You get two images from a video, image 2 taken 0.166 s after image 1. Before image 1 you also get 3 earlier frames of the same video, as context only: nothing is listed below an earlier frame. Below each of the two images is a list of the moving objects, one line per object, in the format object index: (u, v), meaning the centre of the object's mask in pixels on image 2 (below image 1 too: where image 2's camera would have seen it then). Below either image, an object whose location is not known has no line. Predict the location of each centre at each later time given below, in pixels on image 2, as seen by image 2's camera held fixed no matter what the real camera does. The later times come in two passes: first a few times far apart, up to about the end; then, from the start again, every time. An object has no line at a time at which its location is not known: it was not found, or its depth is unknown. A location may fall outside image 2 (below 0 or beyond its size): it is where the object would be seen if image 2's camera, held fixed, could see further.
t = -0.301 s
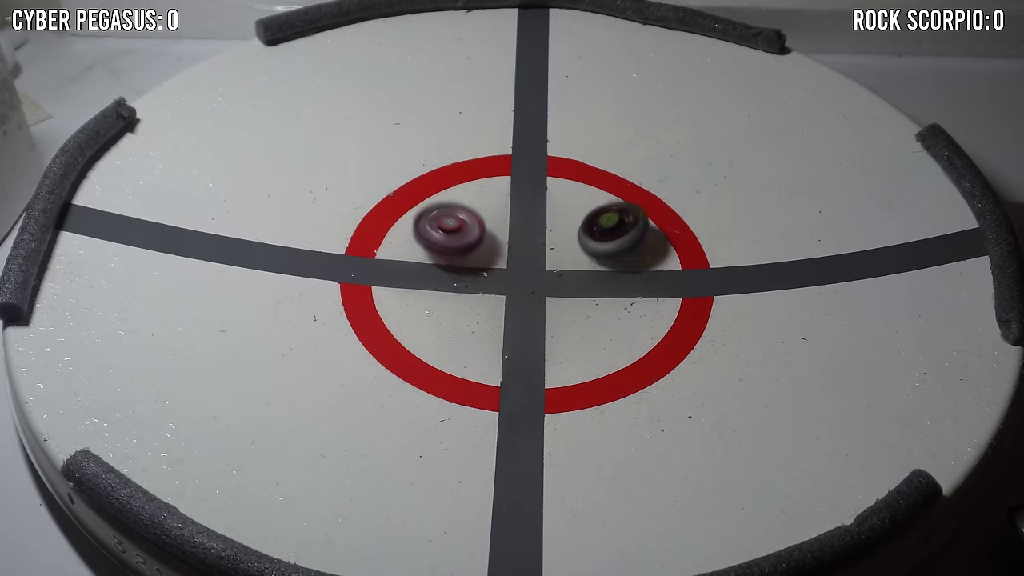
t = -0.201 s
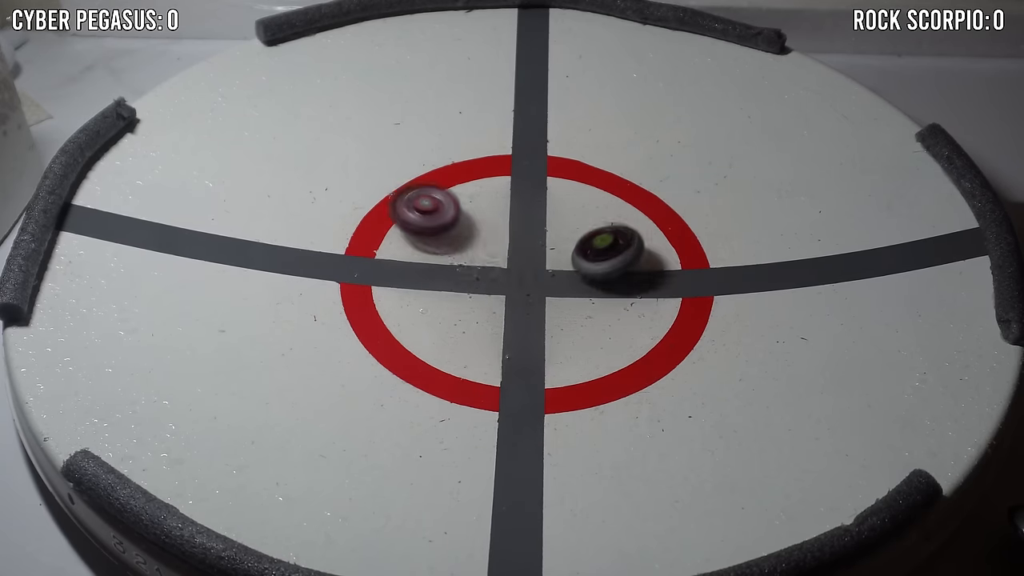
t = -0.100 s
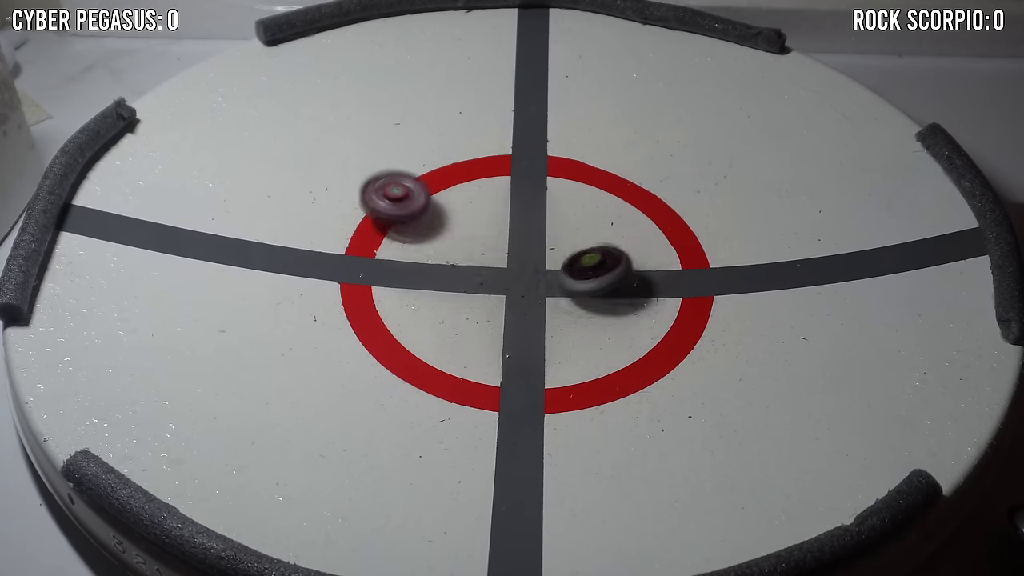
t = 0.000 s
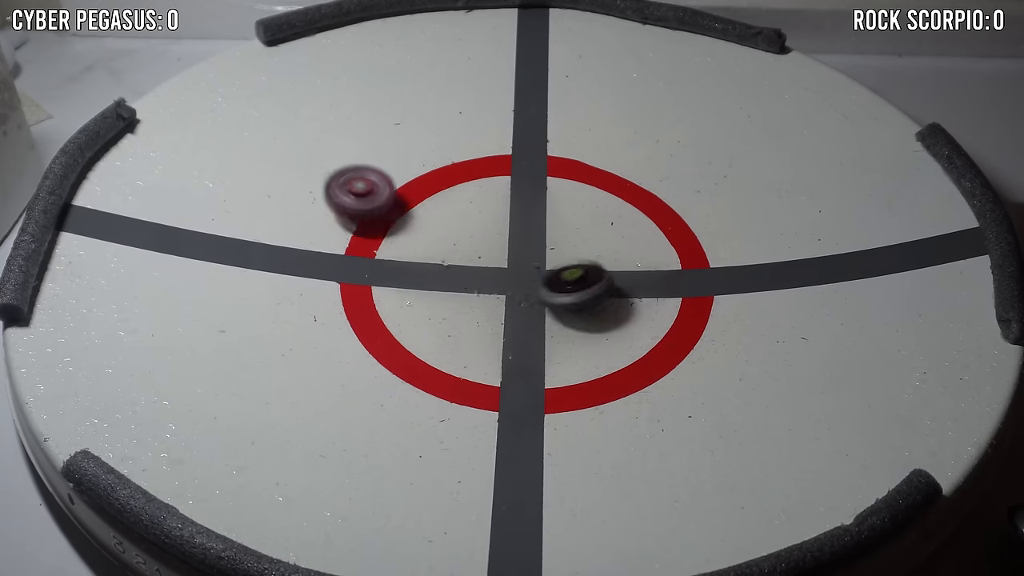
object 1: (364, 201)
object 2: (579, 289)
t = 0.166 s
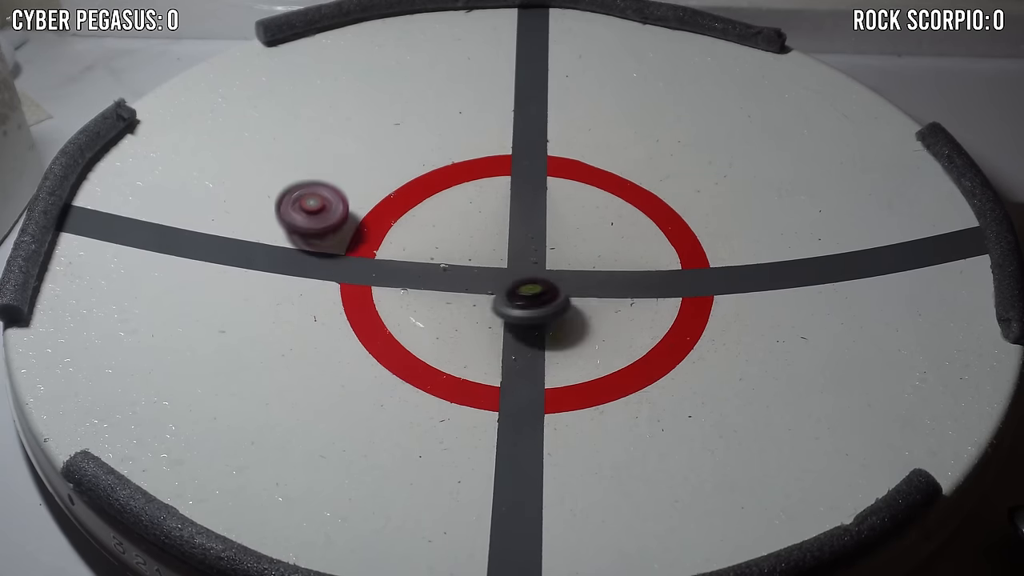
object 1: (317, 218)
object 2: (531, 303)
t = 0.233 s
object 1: (308, 221)
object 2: (512, 304)
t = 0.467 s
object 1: (381, 259)
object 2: (450, 292)
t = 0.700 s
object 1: (387, 212)
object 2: (516, 311)
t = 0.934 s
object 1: (403, 196)
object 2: (544, 279)
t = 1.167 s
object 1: (435, 175)
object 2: (584, 263)
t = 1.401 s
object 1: (485, 184)
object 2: (619, 256)
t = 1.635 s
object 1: (545, 206)
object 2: (637, 263)
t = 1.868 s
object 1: (603, 223)
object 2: (637, 276)
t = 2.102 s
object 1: (645, 228)
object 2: (615, 279)
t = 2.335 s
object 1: (650, 222)
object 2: (582, 269)
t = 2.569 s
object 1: (698, 211)
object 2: (480, 261)
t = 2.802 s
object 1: (735, 171)
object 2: (336, 246)
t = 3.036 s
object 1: (651, 170)
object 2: (345, 242)
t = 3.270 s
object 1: (575, 228)
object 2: (379, 247)
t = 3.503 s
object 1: (539, 293)
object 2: (411, 272)
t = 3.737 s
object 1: (543, 342)
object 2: (422, 303)
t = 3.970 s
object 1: (538, 351)
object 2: (407, 324)
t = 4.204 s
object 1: (534, 342)
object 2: (393, 326)
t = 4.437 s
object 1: (521, 312)
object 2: (408, 314)
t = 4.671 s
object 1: (519, 264)
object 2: (426, 311)
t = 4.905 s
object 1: (527, 205)
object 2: (447, 321)
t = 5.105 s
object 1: (501, 183)
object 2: (464, 329)
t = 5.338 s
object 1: (470, 180)
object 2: (485, 334)
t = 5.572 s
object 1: (451, 207)
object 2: (510, 335)
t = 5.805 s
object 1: (468, 248)
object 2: (535, 333)
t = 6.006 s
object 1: (507, 282)
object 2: (556, 329)
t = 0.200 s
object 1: (312, 220)
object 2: (522, 304)
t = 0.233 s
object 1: (308, 221)
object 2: (512, 304)
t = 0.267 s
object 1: (309, 227)
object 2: (501, 304)
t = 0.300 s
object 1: (312, 234)
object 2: (495, 305)
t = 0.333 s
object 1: (321, 244)
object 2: (483, 303)
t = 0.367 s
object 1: (333, 248)
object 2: (475, 301)
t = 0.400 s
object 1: (347, 253)
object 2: (465, 299)
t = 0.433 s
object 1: (363, 257)
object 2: (457, 295)
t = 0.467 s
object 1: (381, 259)
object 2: (450, 292)
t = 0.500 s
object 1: (381, 252)
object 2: (462, 300)
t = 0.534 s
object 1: (378, 241)
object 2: (479, 306)
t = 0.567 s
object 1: (378, 233)
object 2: (490, 311)
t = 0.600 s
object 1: (379, 225)
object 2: (501, 315)
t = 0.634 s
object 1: (381, 221)
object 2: (509, 316)
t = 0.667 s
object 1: (384, 215)
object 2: (513, 316)
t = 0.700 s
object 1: (387, 212)
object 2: (516, 311)
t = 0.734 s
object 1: (389, 210)
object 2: (519, 305)
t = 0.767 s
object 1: (391, 206)
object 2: (522, 302)
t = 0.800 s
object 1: (390, 205)
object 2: (526, 296)
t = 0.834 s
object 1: (392, 204)
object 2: (531, 293)
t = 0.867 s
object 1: (395, 201)
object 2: (535, 289)
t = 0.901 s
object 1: (398, 199)
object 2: (541, 285)
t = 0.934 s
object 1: (403, 196)
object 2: (544, 279)
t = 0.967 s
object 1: (406, 192)
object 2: (552, 278)
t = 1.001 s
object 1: (411, 190)
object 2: (555, 273)
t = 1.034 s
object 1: (416, 187)
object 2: (560, 270)
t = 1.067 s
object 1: (421, 182)
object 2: (566, 267)
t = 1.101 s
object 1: (425, 181)
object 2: (572, 265)
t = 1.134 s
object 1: (430, 178)
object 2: (578, 264)
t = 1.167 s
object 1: (435, 175)
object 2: (584, 263)
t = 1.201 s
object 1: (443, 174)
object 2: (588, 260)
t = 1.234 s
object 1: (451, 173)
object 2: (595, 260)
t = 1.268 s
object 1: (458, 174)
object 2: (601, 260)
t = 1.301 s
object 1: (466, 175)
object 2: (604, 257)
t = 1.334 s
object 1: (473, 177)
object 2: (609, 256)
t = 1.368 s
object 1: (479, 181)
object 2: (614, 255)
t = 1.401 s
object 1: (485, 184)
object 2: (619, 256)
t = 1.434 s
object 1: (492, 188)
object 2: (623, 257)
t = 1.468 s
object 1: (499, 190)
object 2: (625, 256)
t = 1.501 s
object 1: (508, 194)
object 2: (630, 257)
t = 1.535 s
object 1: (517, 197)
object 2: (631, 260)
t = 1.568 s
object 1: (527, 200)
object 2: (632, 259)
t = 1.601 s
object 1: (536, 203)
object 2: (635, 261)
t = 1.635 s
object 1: (545, 206)
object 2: (637, 263)
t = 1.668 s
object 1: (553, 209)
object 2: (639, 265)
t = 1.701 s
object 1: (561, 212)
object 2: (639, 266)
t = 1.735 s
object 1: (570, 214)
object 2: (640, 268)
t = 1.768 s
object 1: (579, 217)
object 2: (640, 270)
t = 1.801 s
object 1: (589, 222)
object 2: (641, 273)
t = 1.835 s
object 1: (597, 223)
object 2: (638, 274)
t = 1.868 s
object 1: (603, 223)
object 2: (637, 276)
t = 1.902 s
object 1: (610, 223)
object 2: (633, 276)
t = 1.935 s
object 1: (617, 224)
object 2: (630, 277)
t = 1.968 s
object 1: (623, 223)
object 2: (626, 277)
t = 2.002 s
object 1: (629, 226)
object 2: (622, 278)
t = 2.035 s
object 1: (635, 227)
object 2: (619, 279)
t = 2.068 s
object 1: (641, 228)
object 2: (616, 279)
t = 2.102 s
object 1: (645, 228)
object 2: (615, 279)
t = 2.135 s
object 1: (651, 234)
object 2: (609, 277)
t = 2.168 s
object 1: (652, 233)
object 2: (605, 275)
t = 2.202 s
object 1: (653, 231)
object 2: (600, 275)
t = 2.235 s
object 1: (652, 225)
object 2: (595, 274)
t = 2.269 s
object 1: (653, 223)
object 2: (591, 273)
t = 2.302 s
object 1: (654, 226)
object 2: (588, 272)
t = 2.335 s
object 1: (650, 222)
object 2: (582, 269)
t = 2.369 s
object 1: (646, 222)
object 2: (578, 267)
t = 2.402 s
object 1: (640, 223)
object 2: (574, 265)
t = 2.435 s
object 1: (633, 224)
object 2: (570, 262)
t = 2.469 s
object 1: (631, 233)
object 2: (566, 259)
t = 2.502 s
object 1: (637, 221)
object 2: (547, 263)
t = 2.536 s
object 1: (665, 212)
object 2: (509, 252)
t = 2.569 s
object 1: (698, 211)
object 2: (480, 261)
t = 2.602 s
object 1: (716, 204)
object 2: (449, 264)
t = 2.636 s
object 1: (729, 197)
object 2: (418, 260)
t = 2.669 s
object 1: (737, 191)
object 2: (391, 253)
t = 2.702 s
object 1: (740, 185)
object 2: (373, 253)
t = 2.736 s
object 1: (741, 180)
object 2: (357, 254)
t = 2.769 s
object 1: (739, 175)
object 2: (345, 253)
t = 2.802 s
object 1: (735, 171)
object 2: (336, 246)
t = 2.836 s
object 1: (728, 168)
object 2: (336, 250)
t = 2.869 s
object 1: (719, 166)
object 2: (337, 250)
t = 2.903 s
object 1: (708, 165)
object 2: (338, 249)
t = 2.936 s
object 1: (696, 165)
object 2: (339, 247)
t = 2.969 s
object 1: (683, 166)
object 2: (341, 244)
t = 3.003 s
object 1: (671, 170)
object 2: (343, 243)
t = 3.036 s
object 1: (651, 170)
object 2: (345, 242)
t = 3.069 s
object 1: (638, 178)
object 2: (346, 242)
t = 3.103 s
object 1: (627, 184)
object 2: (351, 241)
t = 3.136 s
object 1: (616, 193)
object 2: (358, 242)
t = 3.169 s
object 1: (606, 203)
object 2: (363, 244)
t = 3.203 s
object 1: (594, 210)
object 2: (367, 244)
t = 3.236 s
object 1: (583, 220)
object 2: (373, 245)
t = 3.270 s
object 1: (575, 228)
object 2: (379, 247)
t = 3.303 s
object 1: (567, 238)
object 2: (383, 250)
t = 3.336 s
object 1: (560, 247)
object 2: (388, 253)
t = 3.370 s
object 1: (553, 258)
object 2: (394, 256)
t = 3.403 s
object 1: (547, 268)
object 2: (399, 259)
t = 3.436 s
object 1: (542, 277)
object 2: (403, 263)
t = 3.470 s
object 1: (541, 285)
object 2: (408, 268)
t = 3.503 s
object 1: (539, 293)
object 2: (411, 272)
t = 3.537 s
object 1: (537, 302)
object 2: (415, 275)
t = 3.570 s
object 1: (537, 311)
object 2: (418, 280)
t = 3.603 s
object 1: (537, 319)
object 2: (421, 286)
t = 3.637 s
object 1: (539, 325)
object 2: (422, 290)
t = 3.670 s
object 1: (540, 332)
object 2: (423, 296)
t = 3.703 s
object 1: (542, 339)
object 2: (423, 299)
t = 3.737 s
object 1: (543, 342)
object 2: (422, 303)
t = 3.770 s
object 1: (542, 345)
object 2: (421, 307)
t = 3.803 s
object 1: (540, 345)
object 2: (420, 313)
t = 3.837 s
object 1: (540, 346)
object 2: (418, 315)
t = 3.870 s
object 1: (540, 345)
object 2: (416, 318)
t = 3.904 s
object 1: (539, 347)
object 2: (414, 322)
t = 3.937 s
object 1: (539, 348)
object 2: (411, 322)
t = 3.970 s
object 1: (538, 351)
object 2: (407, 324)
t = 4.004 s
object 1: (537, 352)
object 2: (404, 326)
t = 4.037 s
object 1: (536, 353)
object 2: (401, 327)
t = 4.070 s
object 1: (535, 352)
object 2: (397, 327)
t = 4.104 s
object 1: (535, 350)
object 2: (397, 326)
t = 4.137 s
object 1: (534, 347)
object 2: (394, 327)
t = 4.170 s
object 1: (534, 345)
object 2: (393, 326)
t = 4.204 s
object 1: (534, 342)
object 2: (393, 326)
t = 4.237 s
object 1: (534, 339)
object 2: (393, 324)
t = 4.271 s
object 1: (533, 335)
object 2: (394, 321)
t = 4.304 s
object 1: (532, 331)
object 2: (396, 321)
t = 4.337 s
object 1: (530, 327)
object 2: (397, 318)
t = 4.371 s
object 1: (529, 322)
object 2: (400, 317)
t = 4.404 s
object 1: (526, 317)
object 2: (404, 316)
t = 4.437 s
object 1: (521, 312)
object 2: (408, 314)
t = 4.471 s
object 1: (516, 306)
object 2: (412, 312)
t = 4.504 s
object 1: (510, 300)
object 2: (417, 312)
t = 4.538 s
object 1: (504, 296)
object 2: (423, 311)
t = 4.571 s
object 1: (501, 290)
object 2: (426, 309)
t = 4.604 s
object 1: (501, 281)
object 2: (430, 308)
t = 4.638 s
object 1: (509, 273)
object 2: (429, 310)
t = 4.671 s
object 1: (519, 264)
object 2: (426, 311)
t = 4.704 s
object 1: (526, 252)
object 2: (429, 313)
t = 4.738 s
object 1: (531, 242)
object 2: (432, 313)
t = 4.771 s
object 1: (533, 233)
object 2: (435, 316)
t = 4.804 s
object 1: (533, 226)
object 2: (437, 317)
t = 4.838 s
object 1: (532, 218)
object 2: (440, 319)
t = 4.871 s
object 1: (530, 211)
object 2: (444, 320)
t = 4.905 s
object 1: (527, 205)
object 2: (447, 321)
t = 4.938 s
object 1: (523, 199)
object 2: (449, 322)
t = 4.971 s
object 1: (519, 194)
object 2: (453, 324)
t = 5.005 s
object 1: (514, 191)
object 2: (456, 325)
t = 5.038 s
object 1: (511, 188)
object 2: (459, 326)
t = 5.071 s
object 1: (508, 188)
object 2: (461, 328)
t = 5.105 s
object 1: (501, 183)
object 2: (464, 329)
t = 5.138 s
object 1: (495, 181)
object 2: (468, 330)
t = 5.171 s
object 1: (490, 179)
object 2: (470, 331)
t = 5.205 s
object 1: (485, 178)
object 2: (472, 331)
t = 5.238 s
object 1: (481, 177)
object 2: (476, 332)
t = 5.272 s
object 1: (477, 177)
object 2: (479, 332)
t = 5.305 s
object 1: (474, 178)
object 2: (482, 333)
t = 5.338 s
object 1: (470, 180)
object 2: (485, 334)
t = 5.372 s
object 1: (467, 182)
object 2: (490, 334)
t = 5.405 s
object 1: (464, 186)
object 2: (493, 335)
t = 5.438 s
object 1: (460, 189)
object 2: (495, 335)
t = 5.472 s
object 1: (457, 193)
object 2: (500, 335)
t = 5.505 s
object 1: (454, 197)
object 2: (504, 336)
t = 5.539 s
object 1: (453, 202)
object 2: (507, 335)
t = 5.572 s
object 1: (451, 207)
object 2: (510, 335)
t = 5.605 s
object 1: (451, 211)
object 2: (512, 336)
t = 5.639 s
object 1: (452, 216)
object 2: (517, 335)
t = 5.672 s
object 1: (454, 222)
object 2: (521, 334)
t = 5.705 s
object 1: (457, 228)
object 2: (523, 333)
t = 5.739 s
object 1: (459, 234)
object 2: (528, 333)
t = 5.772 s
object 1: (463, 240)
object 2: (532, 333)
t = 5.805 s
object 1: (468, 248)
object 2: (535, 333)
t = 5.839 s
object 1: (473, 255)
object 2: (539, 331)
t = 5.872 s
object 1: (478, 261)
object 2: (543, 331)
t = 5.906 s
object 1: (484, 271)
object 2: (546, 330)
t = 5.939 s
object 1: (491, 276)
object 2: (549, 329)
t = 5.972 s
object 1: (499, 279)
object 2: (553, 328)
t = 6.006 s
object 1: (507, 282)
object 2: (556, 329)
